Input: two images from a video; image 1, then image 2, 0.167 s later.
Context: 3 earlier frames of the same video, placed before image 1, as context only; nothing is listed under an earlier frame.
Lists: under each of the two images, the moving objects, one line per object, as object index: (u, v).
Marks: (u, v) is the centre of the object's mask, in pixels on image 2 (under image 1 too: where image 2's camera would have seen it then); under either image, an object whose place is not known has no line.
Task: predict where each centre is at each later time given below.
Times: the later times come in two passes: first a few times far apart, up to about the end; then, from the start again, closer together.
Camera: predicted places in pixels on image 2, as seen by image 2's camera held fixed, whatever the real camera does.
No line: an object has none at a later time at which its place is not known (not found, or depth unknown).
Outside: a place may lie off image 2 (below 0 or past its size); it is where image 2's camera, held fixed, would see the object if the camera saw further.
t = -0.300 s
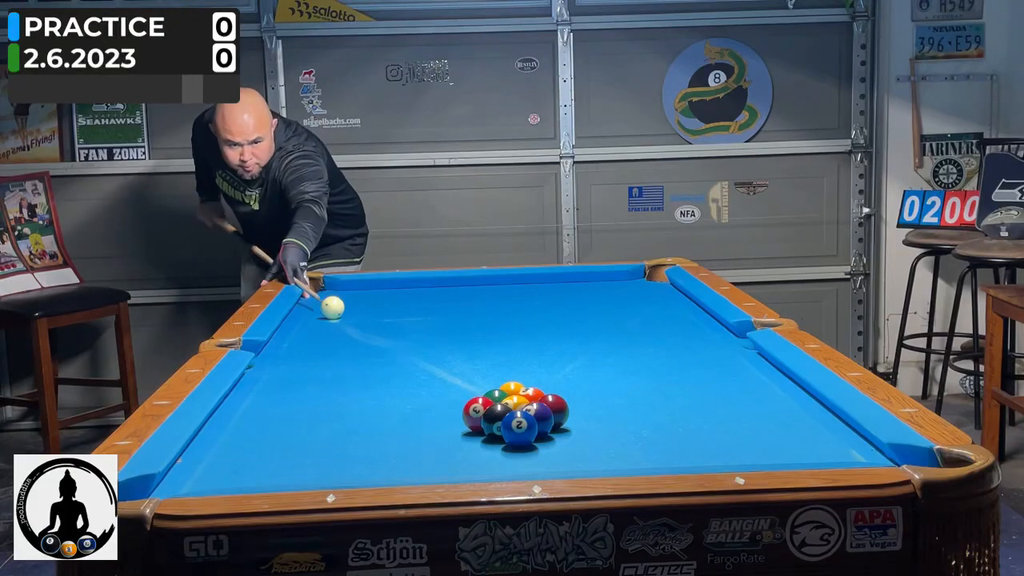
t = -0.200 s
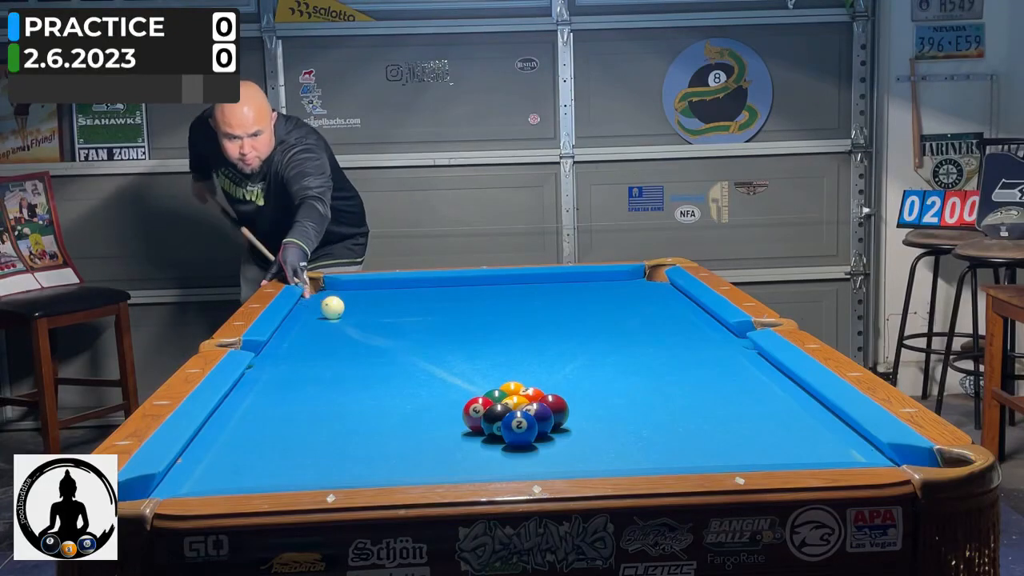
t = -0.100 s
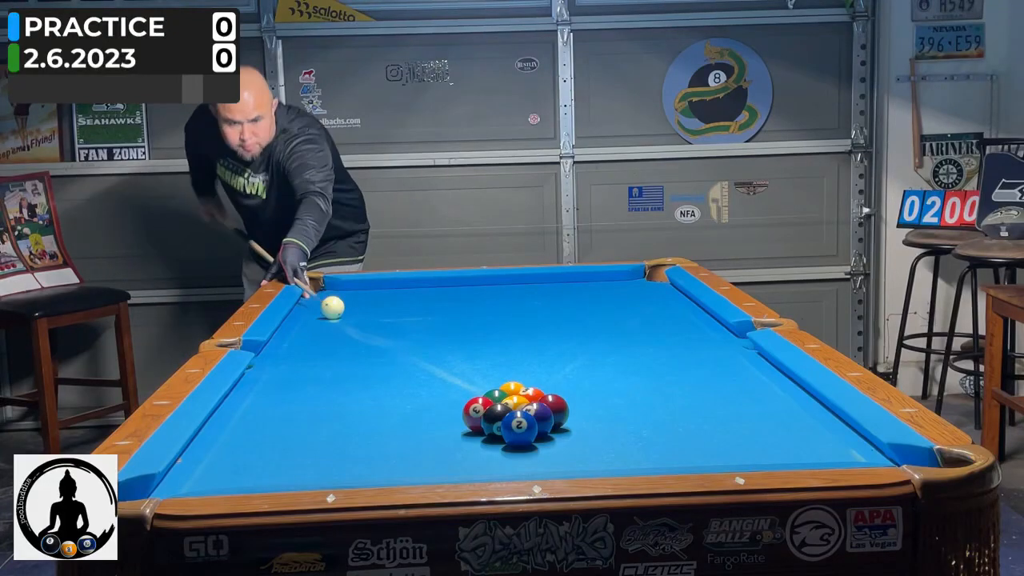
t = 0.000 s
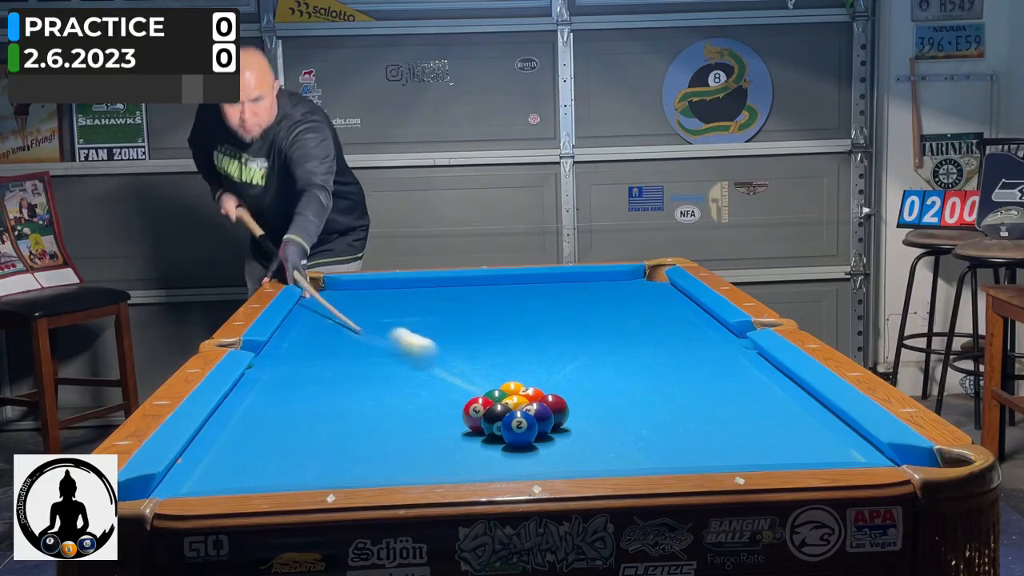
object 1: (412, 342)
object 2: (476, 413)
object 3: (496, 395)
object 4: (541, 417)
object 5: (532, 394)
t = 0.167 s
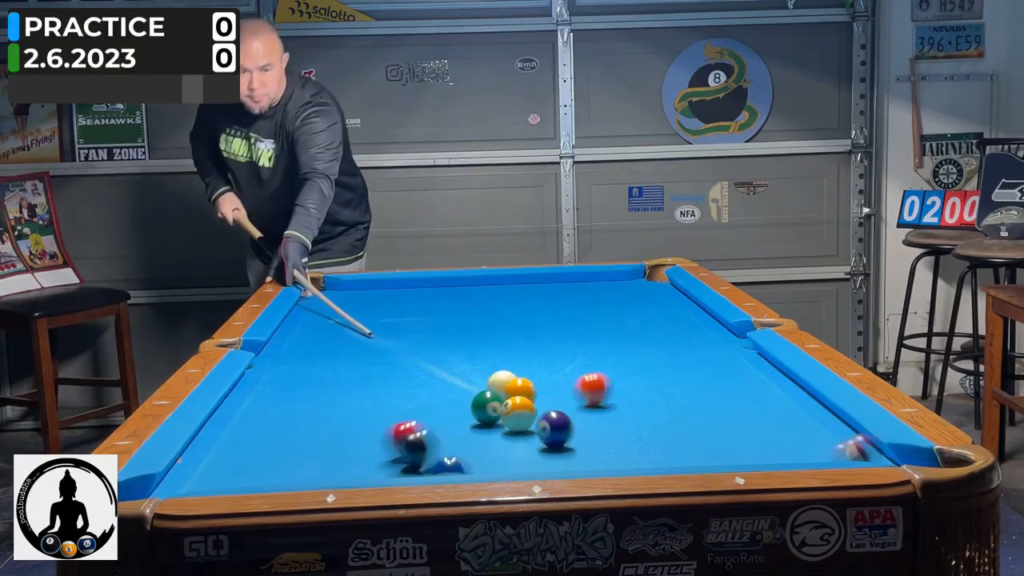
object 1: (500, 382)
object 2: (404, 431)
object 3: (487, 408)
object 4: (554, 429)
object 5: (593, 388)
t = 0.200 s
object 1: (501, 383)
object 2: (383, 438)
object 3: (485, 408)
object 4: (559, 431)
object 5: (608, 385)
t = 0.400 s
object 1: (506, 376)
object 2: (250, 464)
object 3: (472, 409)
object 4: (592, 447)
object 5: (685, 366)
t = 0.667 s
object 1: (506, 359)
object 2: (199, 459)
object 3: (457, 411)
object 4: (640, 459)
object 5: (724, 347)
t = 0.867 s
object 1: (504, 343)
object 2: (221, 455)
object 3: (448, 411)
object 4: (655, 455)
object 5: (680, 340)
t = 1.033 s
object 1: (502, 331)
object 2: (237, 452)
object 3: (442, 412)
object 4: (664, 451)
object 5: (645, 334)
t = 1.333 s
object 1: (498, 313)
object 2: (261, 448)
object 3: (451, 411)
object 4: (679, 442)
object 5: (590, 325)
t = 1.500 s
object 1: (497, 305)
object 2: (272, 446)
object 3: (468, 409)
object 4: (687, 436)
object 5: (562, 321)
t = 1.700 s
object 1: (494, 296)
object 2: (282, 444)
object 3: (487, 407)
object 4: (694, 430)
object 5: (537, 313)
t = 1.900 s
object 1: (492, 288)
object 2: (291, 443)
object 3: (502, 404)
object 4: (700, 424)
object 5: (507, 303)
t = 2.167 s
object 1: (488, 278)
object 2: (298, 441)
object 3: (521, 396)
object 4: (707, 418)
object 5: (480, 300)
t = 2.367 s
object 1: (488, 281)
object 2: (301, 440)
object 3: (538, 396)
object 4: (711, 414)
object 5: (462, 295)
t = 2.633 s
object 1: (489, 286)
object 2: (301, 440)
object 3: (551, 398)
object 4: (715, 410)
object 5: (439, 289)
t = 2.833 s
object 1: (489, 290)
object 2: (301, 440)
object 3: (557, 398)
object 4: (718, 408)
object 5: (423, 284)
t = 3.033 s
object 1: (489, 293)
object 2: (301, 440)
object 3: (562, 398)
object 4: (719, 406)
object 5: (409, 281)
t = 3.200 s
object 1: (489, 296)
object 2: (301, 440)
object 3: (565, 398)
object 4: (720, 405)
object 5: (398, 283)
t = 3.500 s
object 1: (489, 301)
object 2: (301, 440)
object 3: (568, 397)
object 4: (722, 404)
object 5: (379, 287)
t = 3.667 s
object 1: (489, 303)
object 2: (301, 440)
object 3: (568, 397)
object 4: (721, 404)
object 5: (369, 289)
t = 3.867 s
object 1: (489, 306)
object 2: (301, 440)
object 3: (567, 397)
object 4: (720, 404)
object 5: (357, 292)
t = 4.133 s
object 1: (489, 310)
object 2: (301, 440)
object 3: (567, 397)
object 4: (720, 404)
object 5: (342, 294)
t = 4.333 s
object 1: (489, 312)
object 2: (301, 440)
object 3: (567, 398)
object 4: (720, 404)
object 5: (333, 296)
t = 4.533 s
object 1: (488, 315)
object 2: (301, 440)
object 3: (567, 398)
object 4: (720, 404)
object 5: (324, 298)
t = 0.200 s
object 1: (501, 383)
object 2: (383, 438)
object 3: (485, 408)
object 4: (559, 431)
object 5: (608, 385)
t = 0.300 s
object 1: (503, 380)
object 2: (318, 458)
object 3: (479, 408)
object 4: (576, 439)
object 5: (648, 375)
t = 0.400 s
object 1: (506, 376)
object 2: (250, 464)
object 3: (472, 409)
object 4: (592, 447)
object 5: (685, 366)
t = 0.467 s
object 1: (507, 374)
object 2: (208, 462)
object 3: (468, 409)
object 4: (604, 451)
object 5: (709, 360)
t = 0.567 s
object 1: (512, 364)
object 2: (205, 461)
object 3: (463, 410)
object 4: (622, 456)
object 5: (742, 351)
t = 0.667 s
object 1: (506, 359)
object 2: (199, 459)
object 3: (457, 411)
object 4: (640, 459)
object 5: (724, 347)
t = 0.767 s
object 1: (505, 351)
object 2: (210, 456)
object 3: (452, 411)
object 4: (649, 457)
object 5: (702, 343)
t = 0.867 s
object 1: (504, 343)
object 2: (221, 455)
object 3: (448, 411)
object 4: (655, 455)
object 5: (680, 340)
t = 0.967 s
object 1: (502, 335)
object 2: (231, 453)
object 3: (444, 412)
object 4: (661, 453)
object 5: (658, 336)
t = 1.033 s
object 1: (502, 331)
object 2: (237, 452)
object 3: (442, 412)
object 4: (664, 451)
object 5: (645, 334)
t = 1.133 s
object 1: (500, 325)
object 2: (245, 451)
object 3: (439, 413)
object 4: (670, 448)
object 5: (626, 331)
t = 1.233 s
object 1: (499, 319)
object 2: (253, 449)
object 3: (439, 412)
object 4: (675, 445)
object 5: (608, 328)
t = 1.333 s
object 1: (498, 313)
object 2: (261, 448)
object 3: (451, 411)
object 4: (679, 442)
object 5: (590, 325)
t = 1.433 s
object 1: (497, 308)
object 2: (267, 446)
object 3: (461, 410)
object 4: (684, 438)
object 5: (573, 322)
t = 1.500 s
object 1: (497, 305)
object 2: (272, 446)
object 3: (468, 409)
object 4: (687, 436)
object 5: (562, 321)
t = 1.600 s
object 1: (496, 300)
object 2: (277, 445)
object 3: (478, 408)
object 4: (690, 433)
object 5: (548, 318)
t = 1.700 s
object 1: (494, 296)
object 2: (282, 444)
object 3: (487, 407)
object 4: (694, 430)
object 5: (537, 313)
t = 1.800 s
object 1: (493, 292)
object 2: (287, 443)
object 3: (495, 406)
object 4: (697, 427)
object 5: (524, 308)
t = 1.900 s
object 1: (492, 288)
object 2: (291, 443)
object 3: (502, 404)
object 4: (700, 424)
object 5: (507, 303)
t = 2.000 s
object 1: (490, 284)
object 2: (294, 442)
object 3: (508, 401)
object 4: (703, 422)
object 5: (495, 303)
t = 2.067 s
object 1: (489, 282)
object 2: (296, 441)
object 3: (512, 399)
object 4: (705, 421)
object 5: (489, 302)
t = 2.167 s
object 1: (488, 278)
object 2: (298, 441)
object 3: (521, 396)
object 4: (707, 418)
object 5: (480, 300)
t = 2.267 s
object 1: (488, 279)
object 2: (300, 441)
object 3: (531, 394)
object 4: (709, 416)
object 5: (471, 298)
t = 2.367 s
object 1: (488, 281)
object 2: (301, 440)
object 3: (538, 396)
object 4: (711, 414)
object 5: (462, 295)
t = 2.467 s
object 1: (488, 283)
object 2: (301, 440)
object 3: (544, 397)
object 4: (712, 413)
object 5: (453, 293)
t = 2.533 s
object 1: (489, 284)
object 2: (301, 440)
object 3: (547, 398)
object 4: (713, 412)
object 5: (447, 291)
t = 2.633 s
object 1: (489, 286)
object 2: (301, 440)
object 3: (551, 398)
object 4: (715, 410)
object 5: (439, 289)
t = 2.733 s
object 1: (489, 288)
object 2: (301, 440)
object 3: (554, 398)
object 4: (716, 409)
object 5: (431, 286)
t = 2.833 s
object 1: (489, 290)
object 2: (301, 440)
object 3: (557, 398)
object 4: (718, 408)
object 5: (423, 284)
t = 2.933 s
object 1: (489, 291)
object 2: (301, 440)
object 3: (560, 398)
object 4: (719, 407)
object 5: (416, 282)
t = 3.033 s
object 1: (489, 293)
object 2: (301, 440)
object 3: (562, 398)
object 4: (719, 406)
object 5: (409, 281)
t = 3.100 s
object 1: (489, 294)
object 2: (301, 440)
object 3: (563, 398)
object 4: (720, 406)
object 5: (405, 282)
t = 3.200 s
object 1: (489, 296)
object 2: (301, 440)
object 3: (565, 398)
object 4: (720, 405)
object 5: (398, 283)
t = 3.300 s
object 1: (489, 297)
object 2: (301, 440)
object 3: (567, 397)
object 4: (721, 405)
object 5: (391, 284)
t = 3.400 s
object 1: (489, 299)
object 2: (301, 440)
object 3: (568, 397)
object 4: (721, 404)
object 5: (385, 286)
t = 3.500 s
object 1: (489, 301)
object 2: (301, 440)
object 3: (568, 397)
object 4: (722, 404)
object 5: (379, 287)
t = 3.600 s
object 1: (489, 302)
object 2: (301, 440)
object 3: (568, 397)
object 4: (721, 404)
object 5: (373, 288)
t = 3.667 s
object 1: (489, 303)
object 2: (301, 440)
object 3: (568, 397)
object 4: (721, 404)
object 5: (369, 289)
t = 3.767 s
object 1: (489, 305)
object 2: (301, 440)
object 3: (568, 397)
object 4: (720, 404)
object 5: (363, 290)
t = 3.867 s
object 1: (489, 306)
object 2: (301, 440)
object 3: (567, 397)
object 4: (720, 404)
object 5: (357, 292)
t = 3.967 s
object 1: (489, 307)
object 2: (301, 440)
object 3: (567, 397)
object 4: (720, 404)
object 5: (352, 292)
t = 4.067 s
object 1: (489, 309)
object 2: (301, 440)
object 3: (567, 397)
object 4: (720, 404)
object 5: (346, 294)
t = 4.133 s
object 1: (489, 310)
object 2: (301, 440)
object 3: (567, 397)
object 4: (720, 404)
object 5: (342, 294)
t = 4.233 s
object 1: (489, 311)
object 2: (301, 440)
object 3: (567, 398)
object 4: (720, 404)
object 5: (337, 295)
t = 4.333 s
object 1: (489, 312)
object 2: (301, 440)
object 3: (567, 398)
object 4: (720, 404)
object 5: (333, 296)
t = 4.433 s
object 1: (488, 314)
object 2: (301, 440)
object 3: (567, 397)
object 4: (720, 404)
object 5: (328, 297)
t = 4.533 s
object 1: (488, 315)
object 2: (301, 440)
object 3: (567, 398)
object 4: (720, 404)
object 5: (324, 298)
